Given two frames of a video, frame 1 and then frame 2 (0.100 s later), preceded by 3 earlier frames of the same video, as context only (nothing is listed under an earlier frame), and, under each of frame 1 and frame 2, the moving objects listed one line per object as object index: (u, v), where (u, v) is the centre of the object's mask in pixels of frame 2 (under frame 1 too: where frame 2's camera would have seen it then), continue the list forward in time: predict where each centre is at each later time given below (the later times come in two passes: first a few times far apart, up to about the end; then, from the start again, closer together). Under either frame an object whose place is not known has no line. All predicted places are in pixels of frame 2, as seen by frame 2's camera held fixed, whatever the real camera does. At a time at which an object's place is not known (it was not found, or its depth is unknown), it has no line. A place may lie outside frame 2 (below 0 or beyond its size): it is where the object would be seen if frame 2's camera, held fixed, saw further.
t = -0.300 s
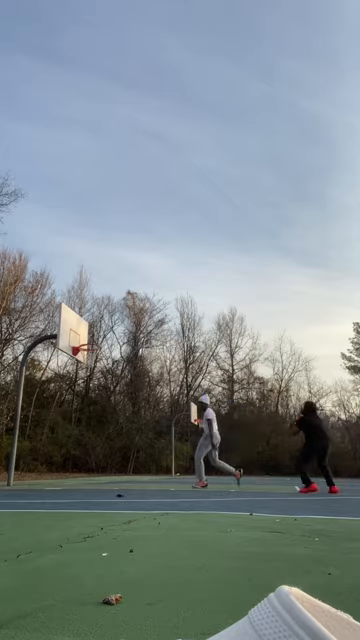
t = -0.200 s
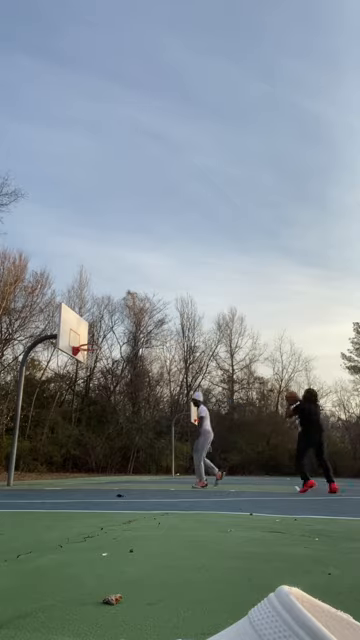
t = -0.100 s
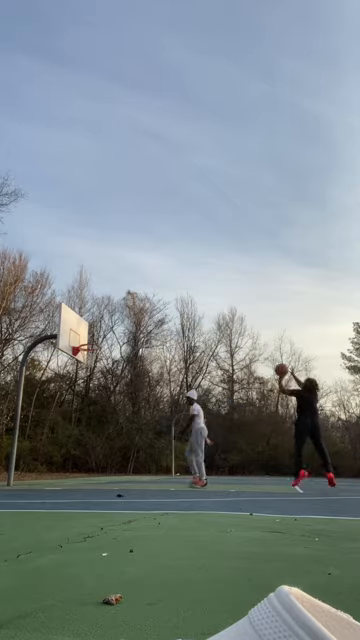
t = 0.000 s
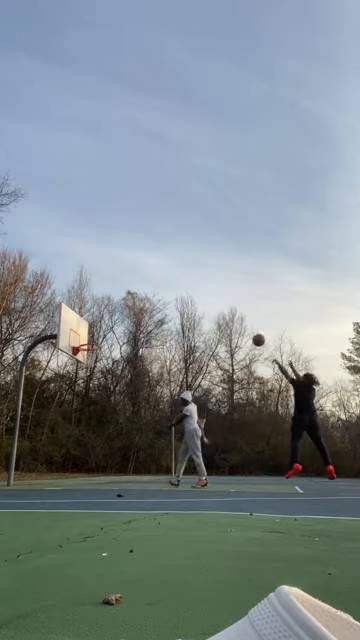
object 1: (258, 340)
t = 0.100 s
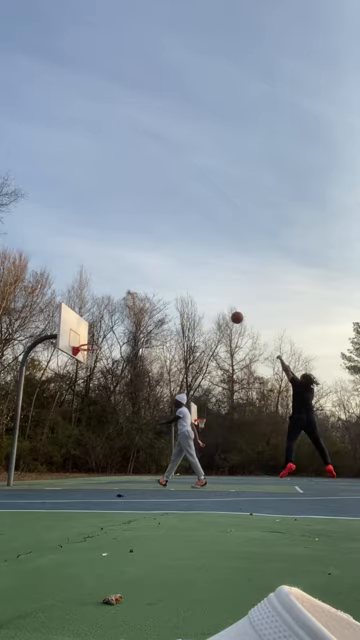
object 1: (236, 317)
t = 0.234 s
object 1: (210, 297)
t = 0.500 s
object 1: (164, 285)
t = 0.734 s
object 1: (128, 298)
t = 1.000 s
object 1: (89, 339)
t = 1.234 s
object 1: (58, 366)
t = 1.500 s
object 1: (15, 435)
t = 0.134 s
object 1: (230, 311)
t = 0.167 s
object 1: (223, 306)
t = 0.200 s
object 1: (217, 301)
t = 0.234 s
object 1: (210, 297)
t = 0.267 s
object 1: (204, 294)
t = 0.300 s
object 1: (198, 291)
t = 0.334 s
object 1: (192, 289)
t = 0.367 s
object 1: (186, 287)
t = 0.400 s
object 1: (181, 286)
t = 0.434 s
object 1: (175, 285)
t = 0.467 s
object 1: (170, 285)
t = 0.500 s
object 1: (164, 285)
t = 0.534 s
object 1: (159, 285)
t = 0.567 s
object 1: (154, 286)
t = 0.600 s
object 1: (148, 288)
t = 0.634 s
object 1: (143, 290)
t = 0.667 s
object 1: (138, 292)
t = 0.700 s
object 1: (132, 295)
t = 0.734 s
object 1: (128, 298)
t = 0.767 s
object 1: (123, 302)
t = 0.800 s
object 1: (118, 306)
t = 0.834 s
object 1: (113, 310)
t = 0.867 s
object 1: (108, 315)
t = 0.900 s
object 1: (103, 320)
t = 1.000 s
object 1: (89, 339)
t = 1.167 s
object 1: (68, 356)
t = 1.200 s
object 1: (63, 360)
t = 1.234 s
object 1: (58, 366)
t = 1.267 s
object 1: (53, 372)
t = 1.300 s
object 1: (49, 378)
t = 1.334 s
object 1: (43, 386)
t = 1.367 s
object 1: (38, 394)
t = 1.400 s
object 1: (33, 403)
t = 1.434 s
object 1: (28, 412)
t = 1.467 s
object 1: (21, 423)
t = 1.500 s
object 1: (15, 435)
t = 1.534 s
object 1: (7, 448)
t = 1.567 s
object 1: (3, 462)
